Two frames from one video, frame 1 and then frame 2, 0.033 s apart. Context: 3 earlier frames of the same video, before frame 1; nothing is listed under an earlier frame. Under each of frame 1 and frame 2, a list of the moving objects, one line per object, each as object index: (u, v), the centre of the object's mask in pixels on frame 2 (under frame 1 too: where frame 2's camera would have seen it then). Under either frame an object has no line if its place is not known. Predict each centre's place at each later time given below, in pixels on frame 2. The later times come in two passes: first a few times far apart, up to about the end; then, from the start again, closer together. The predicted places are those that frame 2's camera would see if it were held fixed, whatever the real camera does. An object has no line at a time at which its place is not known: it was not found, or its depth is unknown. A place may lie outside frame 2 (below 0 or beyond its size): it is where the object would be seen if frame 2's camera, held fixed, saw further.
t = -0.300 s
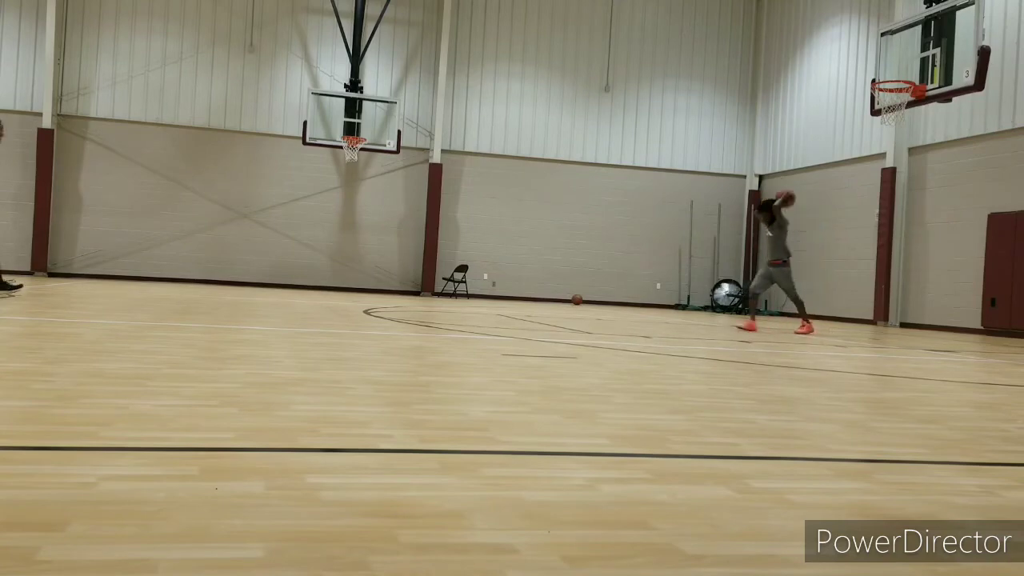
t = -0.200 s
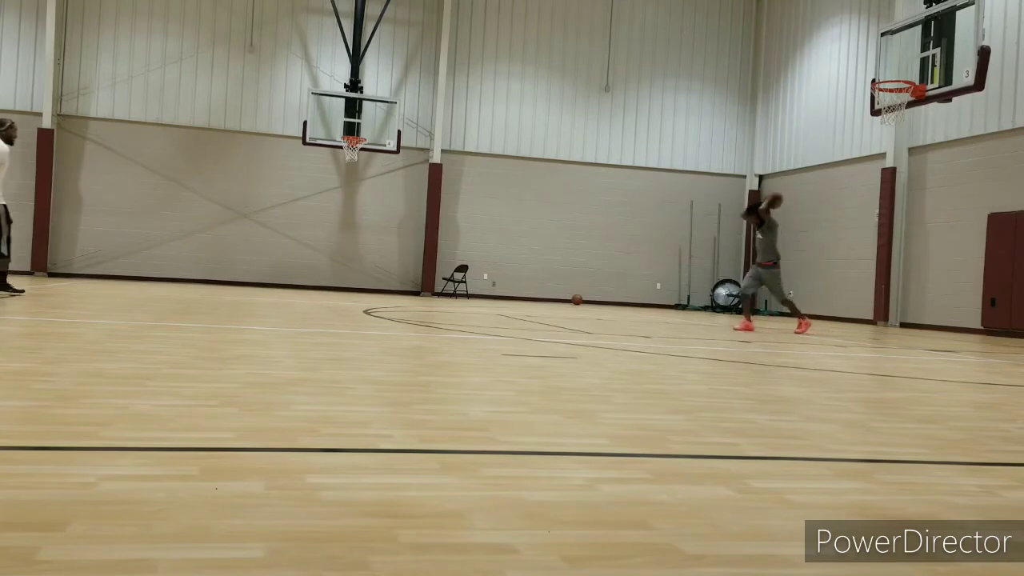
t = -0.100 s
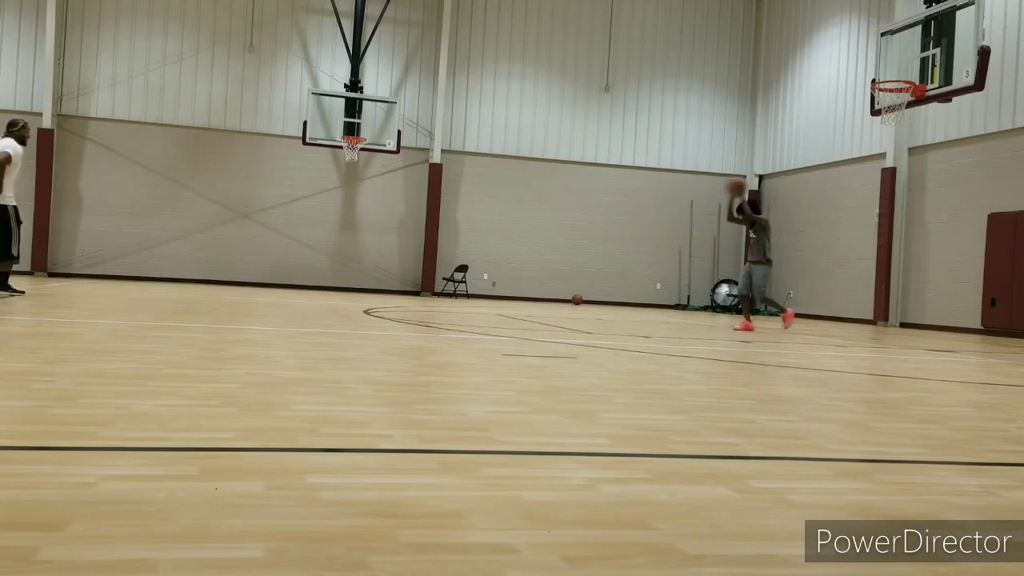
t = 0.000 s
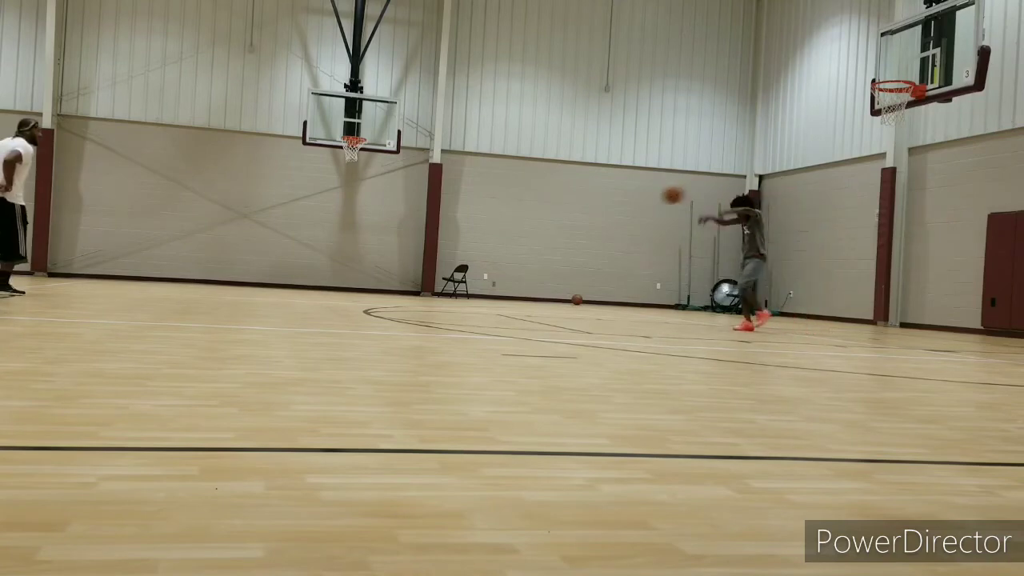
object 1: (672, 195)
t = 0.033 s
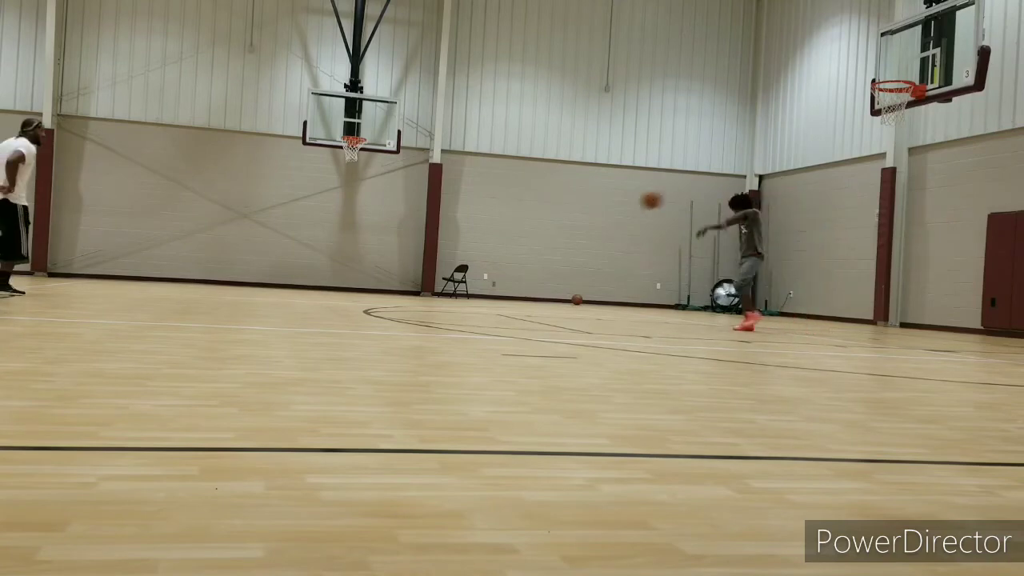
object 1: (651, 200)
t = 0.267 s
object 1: (495, 263)
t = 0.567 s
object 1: (347, 233)
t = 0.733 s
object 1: (278, 197)
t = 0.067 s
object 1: (629, 206)
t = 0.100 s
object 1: (607, 213)
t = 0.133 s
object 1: (585, 221)
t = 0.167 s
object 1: (562, 230)
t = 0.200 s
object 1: (540, 240)
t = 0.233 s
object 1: (517, 251)
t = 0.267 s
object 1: (495, 263)
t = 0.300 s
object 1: (471, 277)
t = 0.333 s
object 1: (447, 291)
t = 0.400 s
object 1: (412, 291)
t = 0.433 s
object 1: (400, 278)
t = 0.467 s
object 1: (386, 266)
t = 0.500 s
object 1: (374, 254)
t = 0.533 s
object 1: (361, 243)
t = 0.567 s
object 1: (347, 233)
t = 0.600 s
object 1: (333, 224)
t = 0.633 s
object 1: (320, 215)
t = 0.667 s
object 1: (306, 208)
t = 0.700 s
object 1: (292, 202)
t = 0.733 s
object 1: (278, 197)
